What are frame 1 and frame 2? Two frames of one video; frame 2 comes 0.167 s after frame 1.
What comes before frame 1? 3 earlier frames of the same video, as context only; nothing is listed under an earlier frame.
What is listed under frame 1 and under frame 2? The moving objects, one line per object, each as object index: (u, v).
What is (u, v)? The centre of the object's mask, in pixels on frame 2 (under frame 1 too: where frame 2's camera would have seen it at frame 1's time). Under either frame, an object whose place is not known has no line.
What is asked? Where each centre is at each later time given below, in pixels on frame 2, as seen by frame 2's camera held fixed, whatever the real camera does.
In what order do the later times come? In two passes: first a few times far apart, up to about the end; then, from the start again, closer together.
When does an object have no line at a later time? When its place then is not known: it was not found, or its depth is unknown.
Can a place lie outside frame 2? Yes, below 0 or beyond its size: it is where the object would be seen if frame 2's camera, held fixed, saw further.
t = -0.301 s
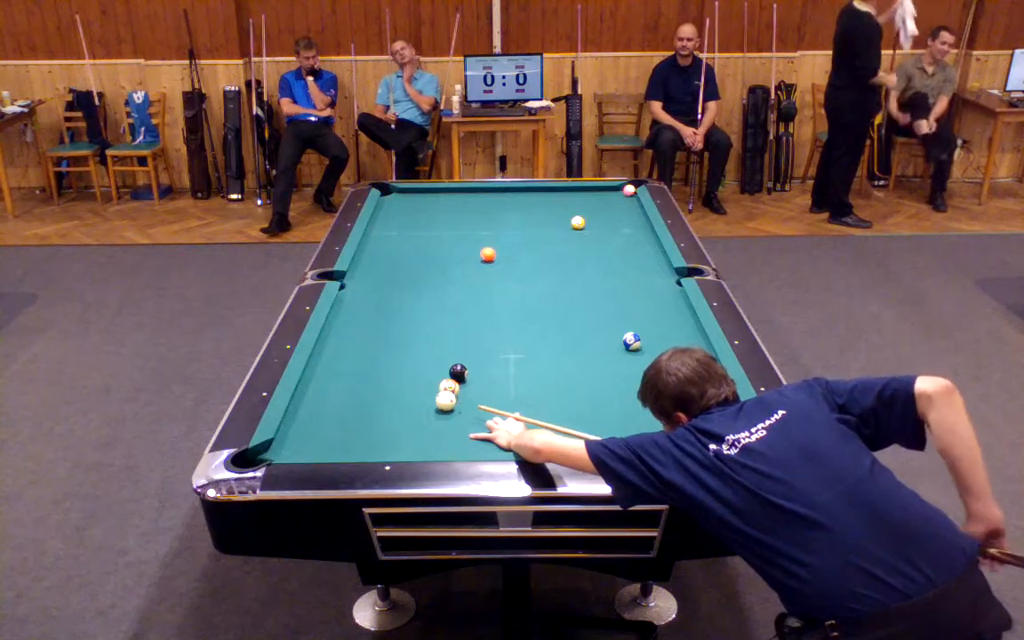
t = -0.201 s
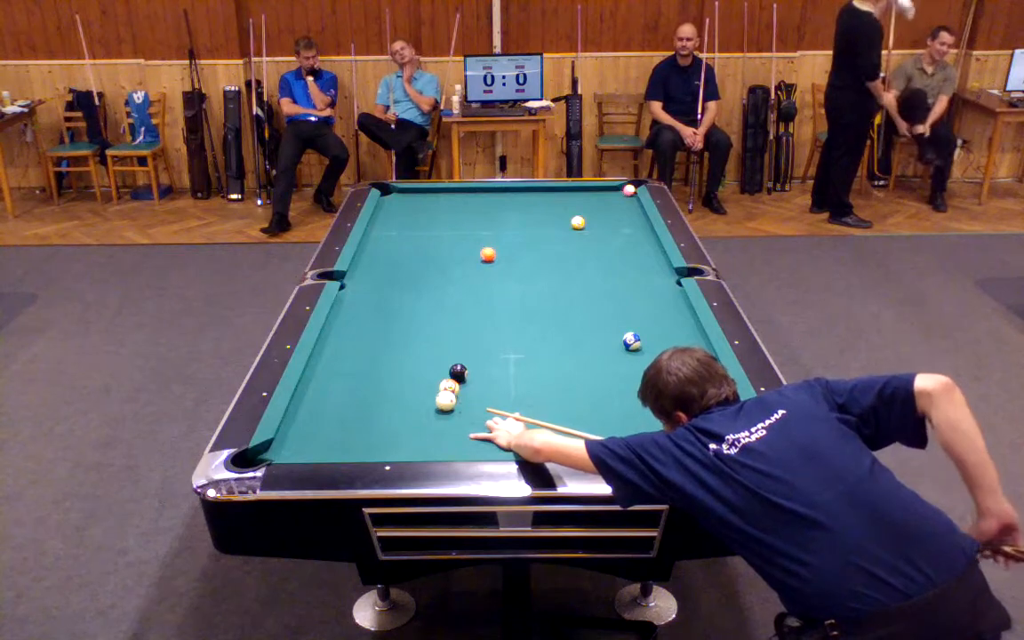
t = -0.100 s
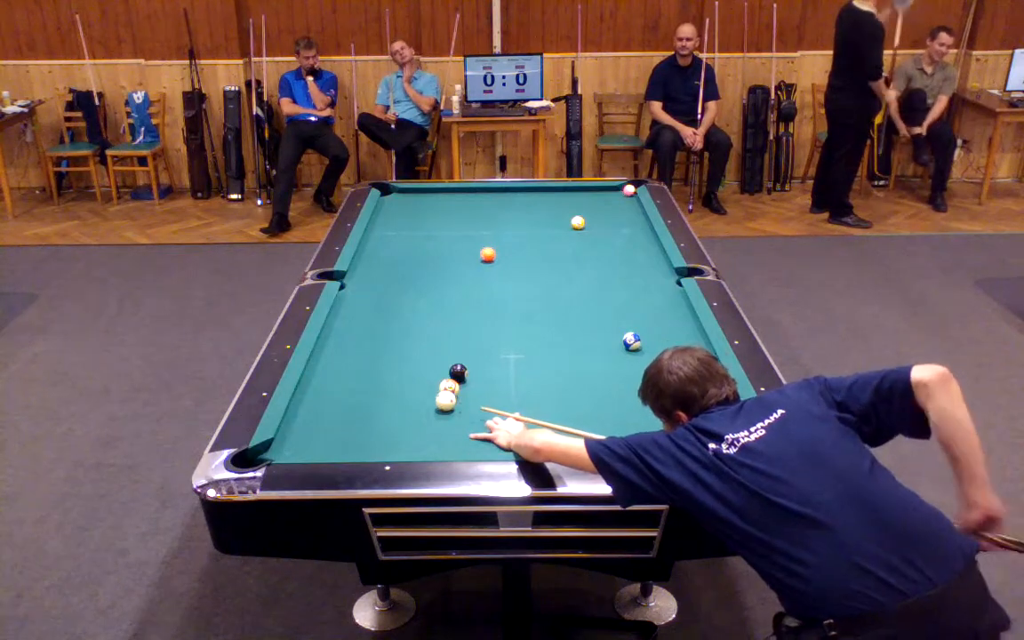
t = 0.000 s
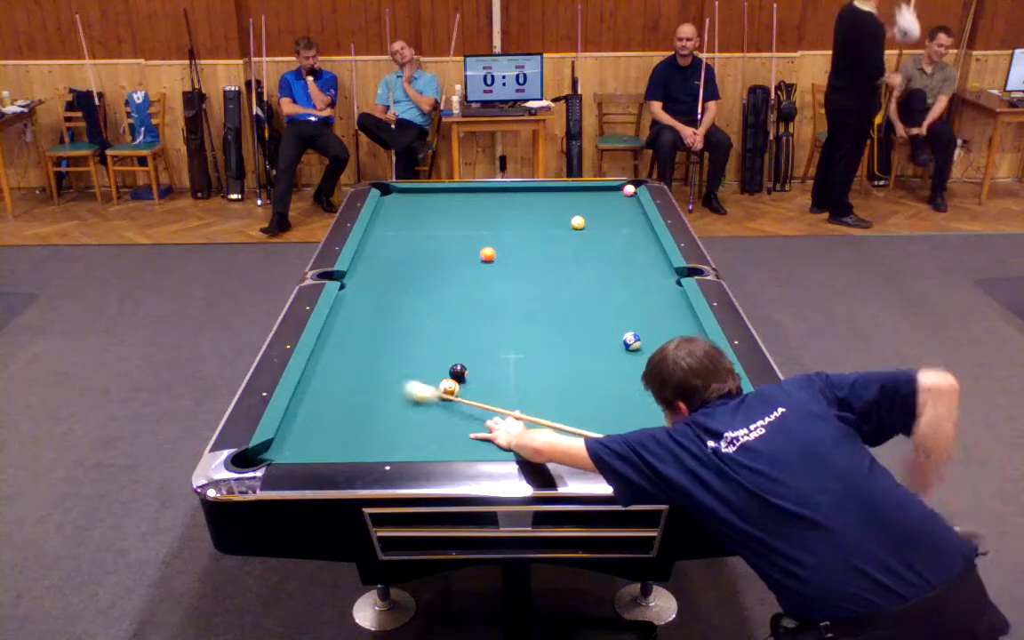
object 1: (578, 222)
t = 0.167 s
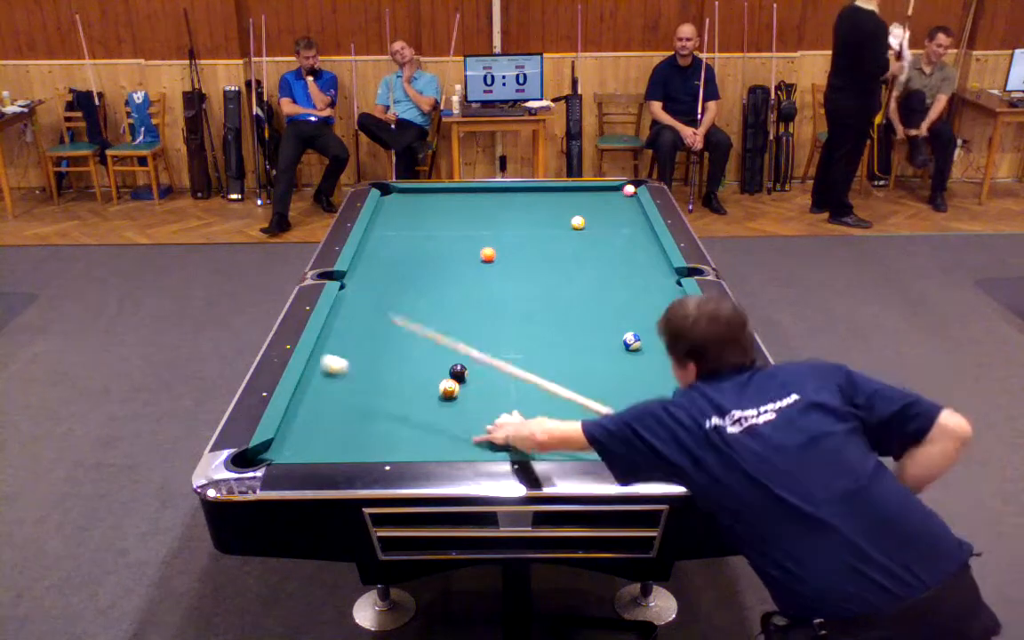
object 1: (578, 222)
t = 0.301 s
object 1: (578, 222)
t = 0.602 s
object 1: (578, 222)
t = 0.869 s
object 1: (578, 222)
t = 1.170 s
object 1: (578, 222)
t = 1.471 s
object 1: (580, 218)
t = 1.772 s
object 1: (587, 206)
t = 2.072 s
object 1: (595, 194)
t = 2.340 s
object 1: (601, 191)
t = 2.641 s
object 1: (608, 197)
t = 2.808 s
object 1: (612, 200)
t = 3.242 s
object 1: (623, 209)
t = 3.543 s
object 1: (628, 215)
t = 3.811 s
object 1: (633, 219)
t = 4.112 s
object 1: (639, 223)
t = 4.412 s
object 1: (644, 228)
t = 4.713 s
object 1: (648, 232)
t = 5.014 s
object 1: (649, 235)
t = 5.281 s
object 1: (649, 237)
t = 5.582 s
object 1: (649, 239)
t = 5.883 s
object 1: (649, 240)
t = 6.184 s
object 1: (649, 240)
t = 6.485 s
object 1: (649, 240)
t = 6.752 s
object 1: (649, 240)
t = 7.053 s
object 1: (649, 240)
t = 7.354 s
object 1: (649, 240)
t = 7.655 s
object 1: (649, 240)
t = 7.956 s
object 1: (649, 240)
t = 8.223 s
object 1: (649, 240)
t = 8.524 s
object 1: (649, 240)
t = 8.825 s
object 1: (649, 240)
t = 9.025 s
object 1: (649, 240)
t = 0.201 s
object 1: (578, 222)
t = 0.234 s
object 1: (578, 222)
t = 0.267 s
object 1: (578, 222)
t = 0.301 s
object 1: (578, 222)
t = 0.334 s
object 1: (578, 222)
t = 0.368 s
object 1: (578, 222)
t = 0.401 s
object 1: (578, 222)
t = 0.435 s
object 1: (578, 222)
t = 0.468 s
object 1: (578, 222)
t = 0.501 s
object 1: (578, 222)
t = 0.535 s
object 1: (578, 222)
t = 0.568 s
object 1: (578, 222)
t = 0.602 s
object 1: (578, 222)
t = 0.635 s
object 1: (578, 222)
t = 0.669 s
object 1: (578, 222)
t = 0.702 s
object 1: (578, 222)
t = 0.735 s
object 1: (578, 222)
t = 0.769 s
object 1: (578, 222)
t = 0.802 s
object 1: (578, 222)
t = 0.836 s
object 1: (578, 222)
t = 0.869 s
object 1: (578, 222)
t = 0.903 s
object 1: (578, 222)
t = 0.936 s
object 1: (578, 222)
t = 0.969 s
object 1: (578, 222)
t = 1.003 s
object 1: (578, 222)
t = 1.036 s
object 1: (578, 222)
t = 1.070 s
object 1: (578, 222)
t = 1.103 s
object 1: (578, 222)
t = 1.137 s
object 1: (578, 222)
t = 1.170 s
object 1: (578, 222)
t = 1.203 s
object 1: (578, 222)
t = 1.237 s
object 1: (578, 222)
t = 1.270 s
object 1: (578, 222)
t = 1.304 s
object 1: (578, 222)
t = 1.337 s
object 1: (578, 222)
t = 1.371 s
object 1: (578, 222)
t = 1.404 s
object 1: (578, 222)
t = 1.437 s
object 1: (579, 221)
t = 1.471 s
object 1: (580, 218)
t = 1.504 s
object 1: (580, 216)
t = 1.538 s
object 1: (581, 215)
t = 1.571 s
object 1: (582, 214)
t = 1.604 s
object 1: (583, 213)
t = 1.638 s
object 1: (584, 212)
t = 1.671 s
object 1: (585, 210)
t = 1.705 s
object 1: (585, 209)
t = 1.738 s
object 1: (586, 207)
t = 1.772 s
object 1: (587, 206)
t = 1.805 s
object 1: (588, 205)
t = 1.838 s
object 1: (589, 203)
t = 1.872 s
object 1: (590, 202)
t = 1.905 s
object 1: (590, 200)
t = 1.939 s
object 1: (591, 199)
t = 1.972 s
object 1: (592, 198)
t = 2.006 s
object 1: (593, 196)
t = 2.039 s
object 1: (594, 195)
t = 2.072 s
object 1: (595, 194)
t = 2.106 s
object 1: (595, 192)
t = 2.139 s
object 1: (596, 191)
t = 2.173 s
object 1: (596, 190)
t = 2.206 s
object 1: (597, 189)
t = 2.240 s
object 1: (598, 189)
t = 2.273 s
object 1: (599, 189)
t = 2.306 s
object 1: (600, 190)
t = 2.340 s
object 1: (601, 191)
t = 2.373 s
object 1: (602, 191)
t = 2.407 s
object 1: (603, 192)
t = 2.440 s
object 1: (604, 192)
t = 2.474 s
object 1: (604, 193)
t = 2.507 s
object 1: (605, 194)
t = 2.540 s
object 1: (606, 194)
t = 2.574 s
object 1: (607, 196)
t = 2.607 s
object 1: (607, 196)
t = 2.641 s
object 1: (608, 197)
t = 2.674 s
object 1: (609, 197)
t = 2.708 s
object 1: (609, 198)
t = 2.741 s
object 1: (611, 199)
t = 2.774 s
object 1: (611, 199)
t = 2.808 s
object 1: (612, 200)
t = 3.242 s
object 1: (623, 209)
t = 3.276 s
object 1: (623, 209)
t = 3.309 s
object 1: (624, 210)
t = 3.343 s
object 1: (624, 210)
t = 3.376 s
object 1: (625, 211)
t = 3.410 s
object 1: (626, 212)
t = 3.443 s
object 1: (627, 213)
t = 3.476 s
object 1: (627, 213)
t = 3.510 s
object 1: (628, 214)
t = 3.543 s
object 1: (628, 215)
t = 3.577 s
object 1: (629, 215)
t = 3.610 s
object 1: (630, 216)
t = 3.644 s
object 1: (630, 216)
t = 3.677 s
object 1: (631, 217)
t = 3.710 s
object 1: (631, 217)
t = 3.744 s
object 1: (632, 218)
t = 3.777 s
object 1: (633, 218)
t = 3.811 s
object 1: (633, 219)
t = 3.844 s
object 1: (634, 219)
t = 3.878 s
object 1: (635, 220)
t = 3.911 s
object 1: (636, 221)
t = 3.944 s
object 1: (636, 221)
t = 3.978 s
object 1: (637, 222)
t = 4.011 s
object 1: (637, 222)
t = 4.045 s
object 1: (638, 223)
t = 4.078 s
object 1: (638, 223)
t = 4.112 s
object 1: (639, 223)
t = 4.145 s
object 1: (639, 224)
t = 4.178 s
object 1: (640, 225)
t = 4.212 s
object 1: (640, 225)
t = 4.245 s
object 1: (641, 226)
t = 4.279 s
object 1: (641, 226)
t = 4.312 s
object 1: (642, 227)
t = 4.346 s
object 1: (642, 227)
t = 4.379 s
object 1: (643, 228)
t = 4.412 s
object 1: (644, 228)
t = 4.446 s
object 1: (644, 228)
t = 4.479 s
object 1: (645, 229)
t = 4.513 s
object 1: (645, 229)
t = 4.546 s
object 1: (646, 230)
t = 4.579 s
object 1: (646, 230)
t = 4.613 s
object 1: (646, 230)
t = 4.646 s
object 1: (647, 231)
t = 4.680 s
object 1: (647, 232)
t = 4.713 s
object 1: (648, 232)
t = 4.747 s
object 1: (649, 233)
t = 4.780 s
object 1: (649, 233)
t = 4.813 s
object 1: (649, 233)
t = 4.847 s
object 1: (650, 234)
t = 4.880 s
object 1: (649, 234)
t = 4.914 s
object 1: (649, 234)
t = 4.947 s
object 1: (649, 234)
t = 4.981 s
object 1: (649, 235)
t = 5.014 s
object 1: (649, 235)
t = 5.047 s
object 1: (649, 235)
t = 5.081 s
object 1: (649, 235)
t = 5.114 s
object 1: (649, 236)
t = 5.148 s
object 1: (649, 236)
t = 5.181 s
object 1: (649, 236)
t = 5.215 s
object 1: (649, 237)
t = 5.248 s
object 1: (649, 237)
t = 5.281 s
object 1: (649, 237)
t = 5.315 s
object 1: (649, 237)
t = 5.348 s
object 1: (649, 237)
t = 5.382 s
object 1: (649, 238)
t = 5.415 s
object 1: (649, 238)
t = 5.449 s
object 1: (649, 238)
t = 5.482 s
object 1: (649, 238)
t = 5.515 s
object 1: (649, 239)
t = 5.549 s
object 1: (649, 239)
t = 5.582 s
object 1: (649, 239)
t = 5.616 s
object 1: (649, 239)
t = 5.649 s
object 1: (649, 239)
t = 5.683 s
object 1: (649, 239)
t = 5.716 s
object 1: (649, 239)
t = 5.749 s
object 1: (649, 239)
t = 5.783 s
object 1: (649, 239)
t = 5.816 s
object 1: (649, 240)
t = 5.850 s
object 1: (649, 240)
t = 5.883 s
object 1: (649, 240)
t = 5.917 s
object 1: (649, 239)
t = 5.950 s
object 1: (649, 240)
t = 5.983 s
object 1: (649, 240)
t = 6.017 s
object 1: (649, 239)
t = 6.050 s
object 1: (649, 240)
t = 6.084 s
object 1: (649, 240)
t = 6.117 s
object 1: (649, 240)
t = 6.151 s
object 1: (649, 240)
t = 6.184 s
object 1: (649, 240)
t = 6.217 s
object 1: (649, 240)
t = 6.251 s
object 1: (649, 240)
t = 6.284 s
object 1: (649, 240)
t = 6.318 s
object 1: (649, 240)
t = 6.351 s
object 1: (649, 240)
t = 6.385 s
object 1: (649, 240)
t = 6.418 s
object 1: (649, 240)
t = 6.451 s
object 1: (649, 240)
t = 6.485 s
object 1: (649, 240)
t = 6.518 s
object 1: (649, 240)
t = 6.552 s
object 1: (649, 240)
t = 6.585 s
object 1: (649, 240)
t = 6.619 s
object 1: (649, 240)
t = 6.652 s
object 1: (649, 240)
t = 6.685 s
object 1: (649, 240)
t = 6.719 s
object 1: (649, 240)
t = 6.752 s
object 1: (649, 240)
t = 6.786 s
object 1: (649, 240)
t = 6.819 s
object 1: (649, 240)
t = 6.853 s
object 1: (649, 240)
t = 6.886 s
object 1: (649, 240)
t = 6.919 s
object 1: (649, 240)
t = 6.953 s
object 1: (649, 240)
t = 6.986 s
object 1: (649, 240)
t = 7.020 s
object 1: (649, 240)
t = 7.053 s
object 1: (649, 240)
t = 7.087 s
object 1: (649, 240)
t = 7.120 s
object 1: (649, 240)
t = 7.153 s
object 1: (649, 240)
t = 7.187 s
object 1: (649, 240)
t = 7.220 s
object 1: (649, 240)
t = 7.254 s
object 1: (649, 240)
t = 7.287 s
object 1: (649, 240)
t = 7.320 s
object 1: (649, 240)
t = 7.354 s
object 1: (649, 240)
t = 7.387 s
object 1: (649, 240)
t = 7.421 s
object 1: (649, 240)
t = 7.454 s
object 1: (649, 240)
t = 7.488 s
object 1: (649, 240)
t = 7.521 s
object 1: (649, 240)
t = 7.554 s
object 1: (649, 240)
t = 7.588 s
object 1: (649, 240)
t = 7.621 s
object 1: (649, 240)
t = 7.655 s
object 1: (649, 240)
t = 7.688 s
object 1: (649, 240)
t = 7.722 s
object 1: (649, 240)
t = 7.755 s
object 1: (649, 240)
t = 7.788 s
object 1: (649, 240)
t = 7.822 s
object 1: (649, 240)
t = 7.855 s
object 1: (649, 240)
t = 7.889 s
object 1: (649, 240)
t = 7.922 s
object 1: (649, 240)
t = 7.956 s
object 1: (649, 240)
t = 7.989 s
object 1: (649, 240)
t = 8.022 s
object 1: (649, 240)
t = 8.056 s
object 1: (649, 240)
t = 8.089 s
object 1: (649, 240)
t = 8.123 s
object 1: (649, 240)
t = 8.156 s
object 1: (649, 240)
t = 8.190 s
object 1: (649, 240)
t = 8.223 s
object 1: (649, 240)
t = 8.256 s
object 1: (649, 240)
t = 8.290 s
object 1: (649, 240)
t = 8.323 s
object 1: (649, 240)
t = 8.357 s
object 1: (649, 240)
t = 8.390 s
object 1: (649, 240)
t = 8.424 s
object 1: (649, 240)
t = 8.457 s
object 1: (649, 240)
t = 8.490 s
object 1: (649, 240)
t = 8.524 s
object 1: (649, 240)
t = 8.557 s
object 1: (649, 240)
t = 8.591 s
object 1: (649, 240)
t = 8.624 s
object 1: (649, 240)
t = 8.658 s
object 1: (649, 240)
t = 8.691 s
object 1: (649, 240)
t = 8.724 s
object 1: (649, 240)
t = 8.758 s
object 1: (649, 240)
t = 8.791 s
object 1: (649, 240)
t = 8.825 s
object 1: (649, 240)
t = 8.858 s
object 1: (649, 240)
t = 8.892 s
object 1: (649, 240)
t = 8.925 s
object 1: (649, 240)
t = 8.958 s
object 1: (649, 240)
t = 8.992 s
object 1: (649, 240)
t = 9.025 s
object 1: (649, 240)
